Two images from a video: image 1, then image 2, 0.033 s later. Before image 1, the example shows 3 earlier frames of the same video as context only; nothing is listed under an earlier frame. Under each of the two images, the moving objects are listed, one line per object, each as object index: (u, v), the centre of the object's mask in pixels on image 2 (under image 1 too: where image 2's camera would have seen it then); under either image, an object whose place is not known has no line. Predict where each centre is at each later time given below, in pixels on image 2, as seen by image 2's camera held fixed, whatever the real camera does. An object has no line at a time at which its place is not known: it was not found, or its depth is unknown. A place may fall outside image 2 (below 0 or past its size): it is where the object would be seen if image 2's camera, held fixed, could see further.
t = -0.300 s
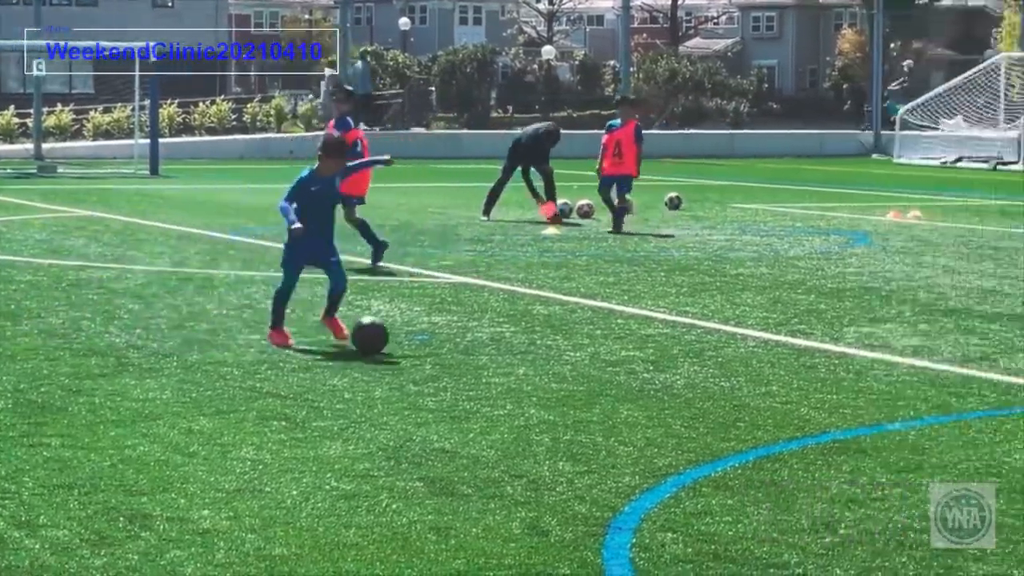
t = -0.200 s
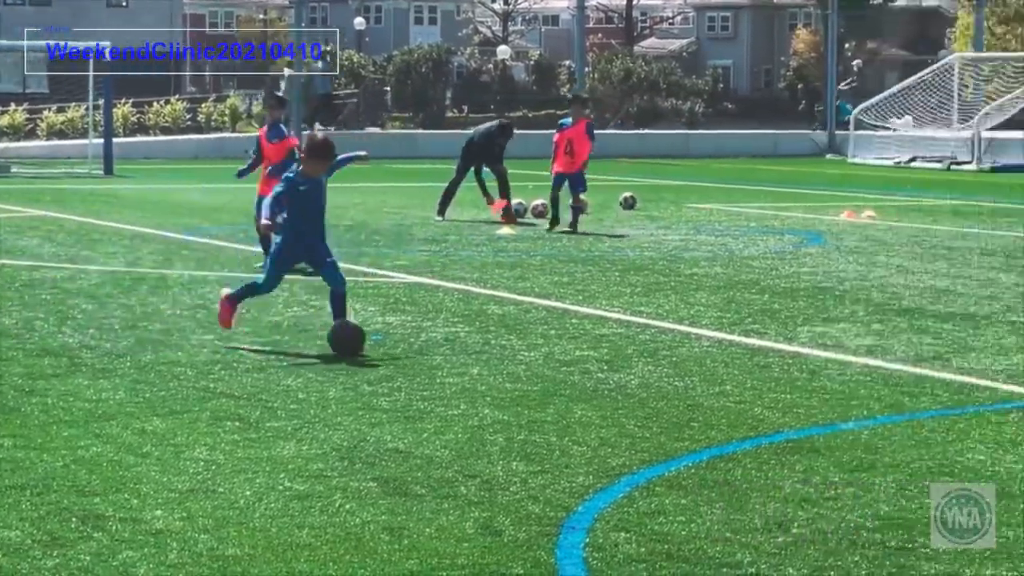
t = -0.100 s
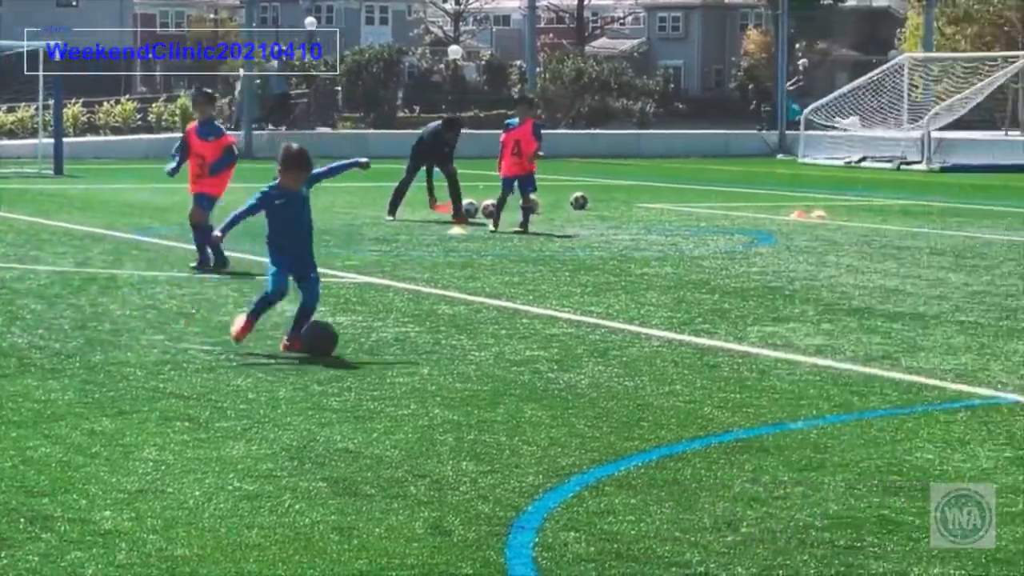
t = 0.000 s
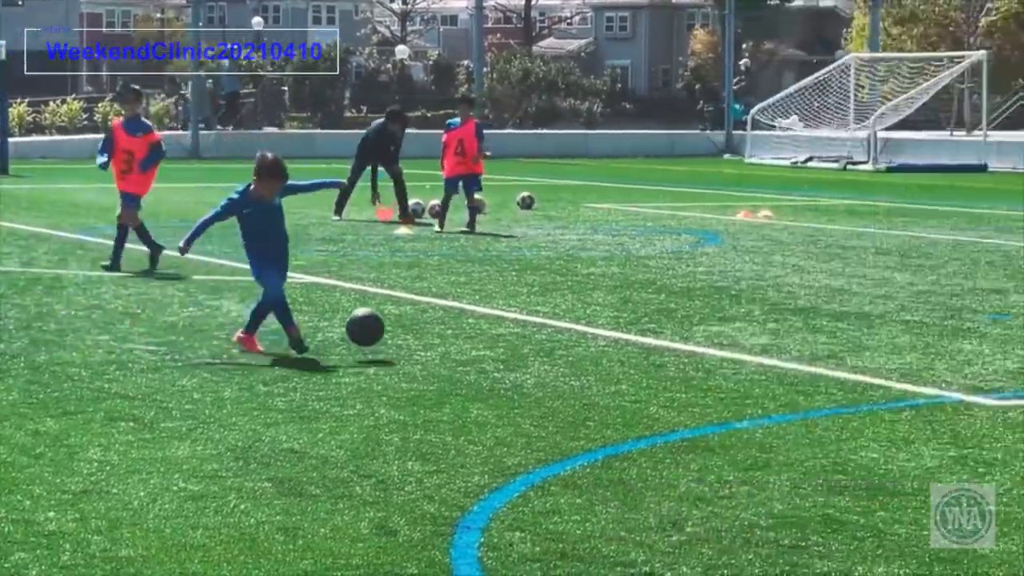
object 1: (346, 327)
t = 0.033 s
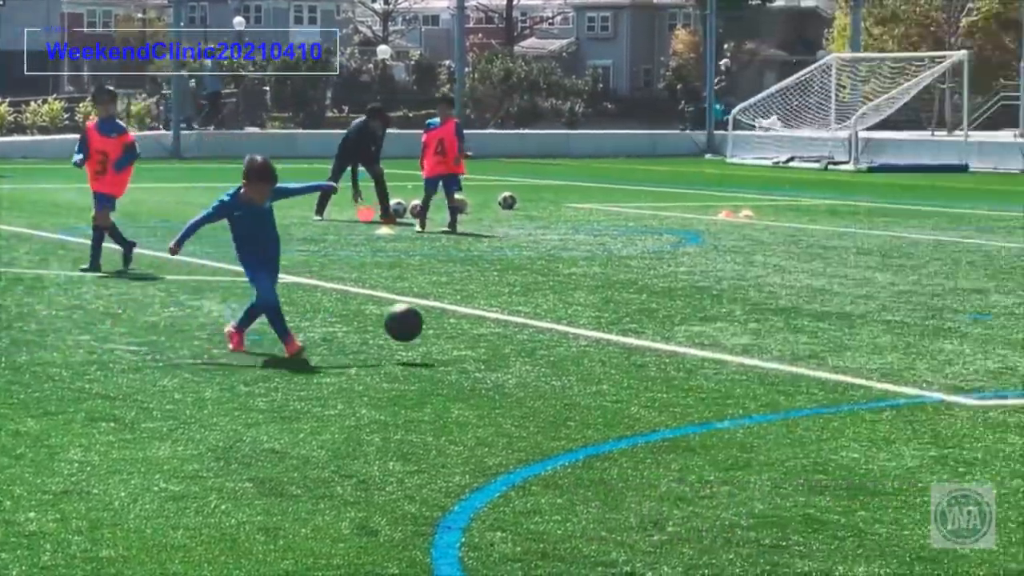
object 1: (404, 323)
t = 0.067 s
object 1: (461, 321)
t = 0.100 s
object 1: (519, 319)
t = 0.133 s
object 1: (578, 320)
